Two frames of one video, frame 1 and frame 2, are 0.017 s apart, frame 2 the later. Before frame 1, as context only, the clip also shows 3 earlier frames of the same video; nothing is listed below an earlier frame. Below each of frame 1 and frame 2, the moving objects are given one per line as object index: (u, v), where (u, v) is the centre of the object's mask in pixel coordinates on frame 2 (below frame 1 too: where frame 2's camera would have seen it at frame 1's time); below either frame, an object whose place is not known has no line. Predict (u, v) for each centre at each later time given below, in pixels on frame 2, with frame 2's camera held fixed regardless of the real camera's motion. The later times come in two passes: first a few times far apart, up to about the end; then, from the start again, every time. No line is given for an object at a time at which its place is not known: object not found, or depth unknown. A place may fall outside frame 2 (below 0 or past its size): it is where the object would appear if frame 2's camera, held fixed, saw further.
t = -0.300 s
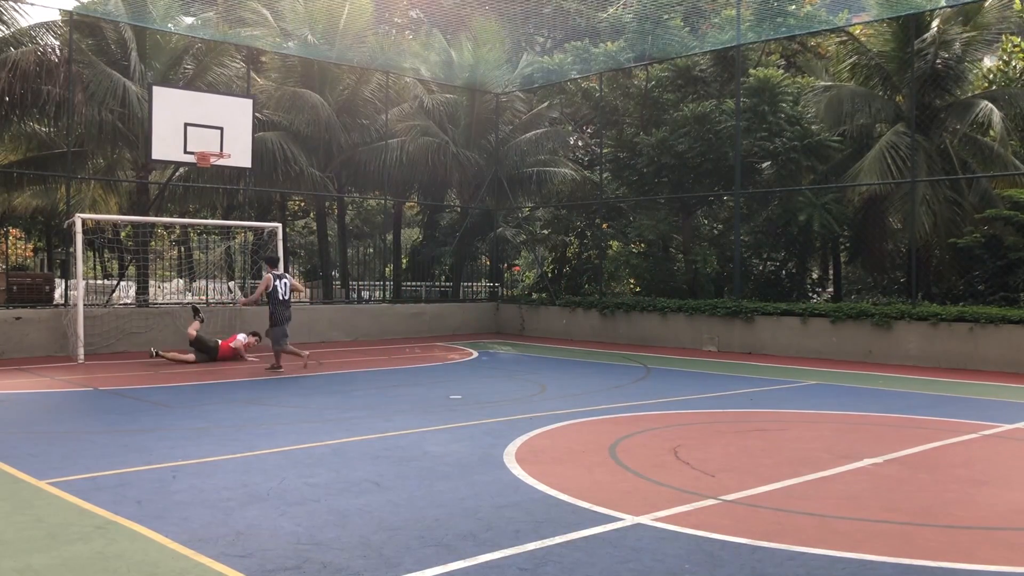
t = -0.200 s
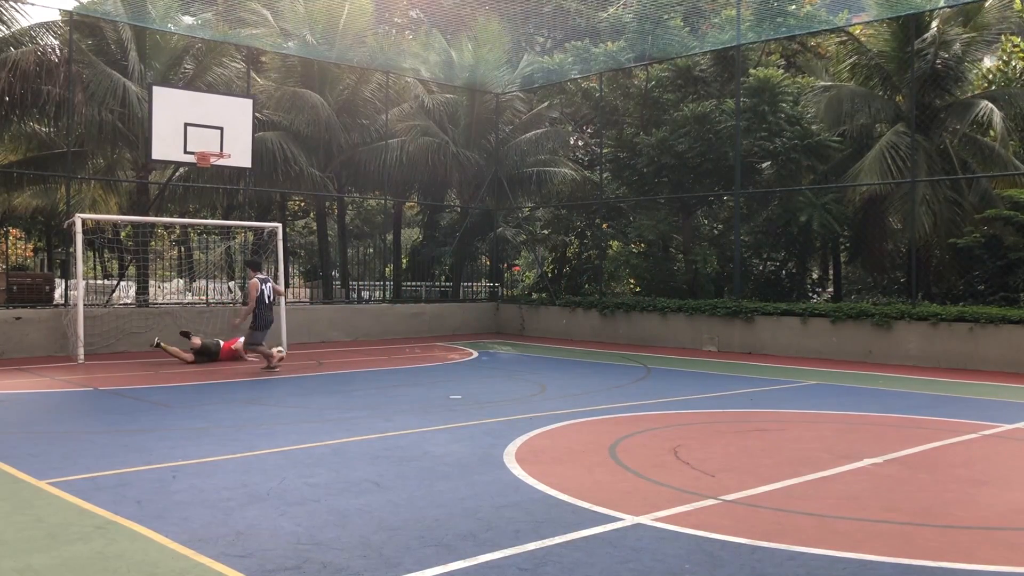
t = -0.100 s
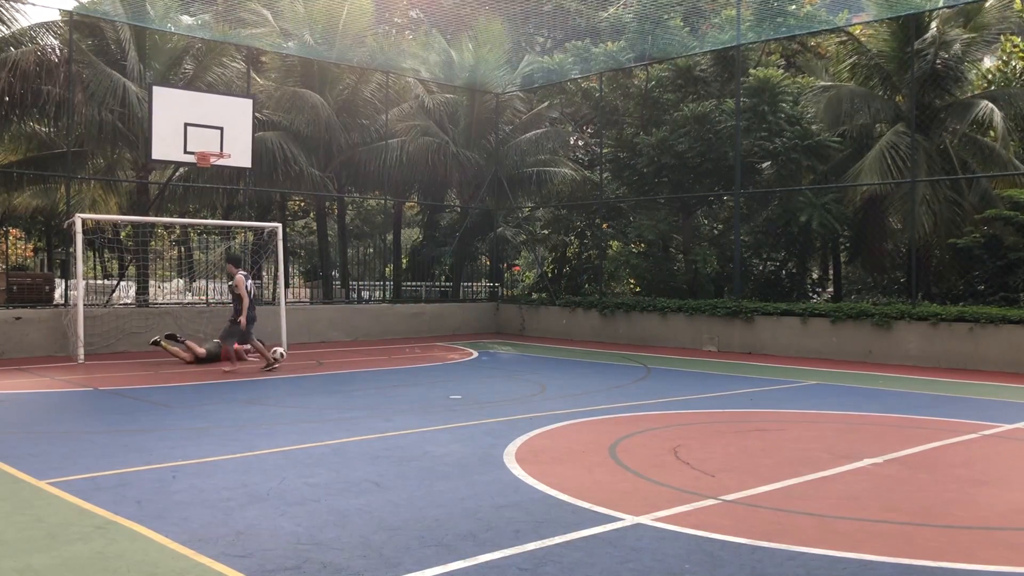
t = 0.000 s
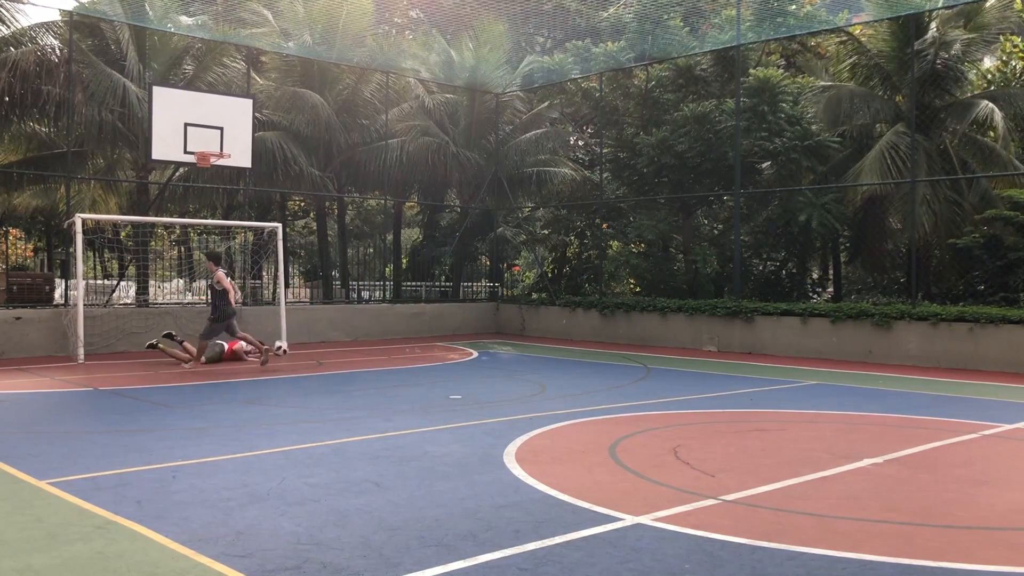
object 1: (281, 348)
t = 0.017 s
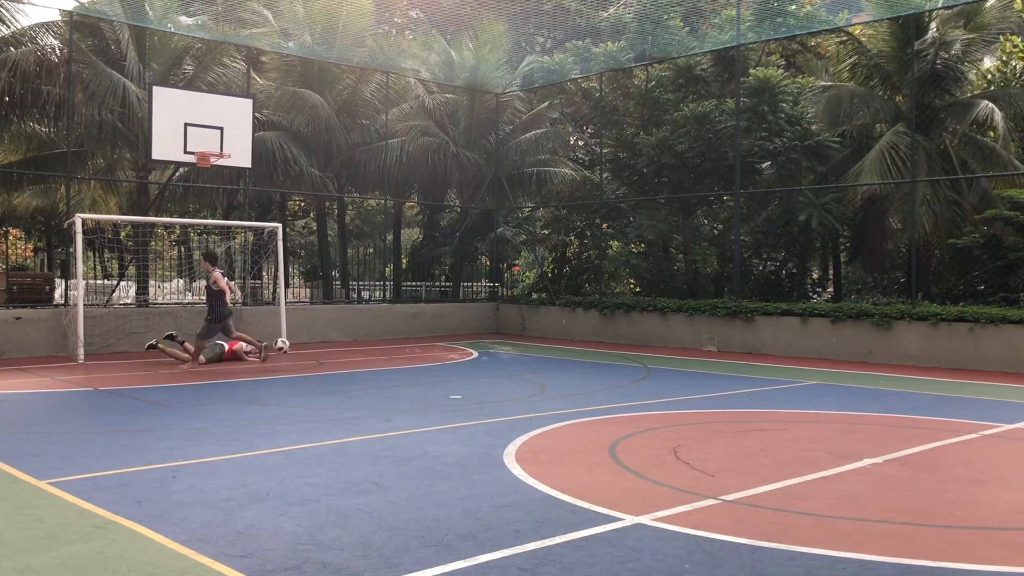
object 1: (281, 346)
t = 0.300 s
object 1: (296, 345)
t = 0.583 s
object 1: (314, 349)
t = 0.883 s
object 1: (334, 361)
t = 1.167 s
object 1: (354, 366)
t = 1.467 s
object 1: (374, 366)
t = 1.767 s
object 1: (396, 371)
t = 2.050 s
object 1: (415, 373)
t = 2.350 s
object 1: (436, 376)
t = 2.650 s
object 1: (457, 378)
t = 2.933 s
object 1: (477, 381)
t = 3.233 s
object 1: (498, 384)
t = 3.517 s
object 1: (518, 387)
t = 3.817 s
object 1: (538, 390)
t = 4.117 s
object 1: (558, 393)
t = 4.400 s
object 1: (577, 397)
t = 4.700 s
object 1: (596, 400)
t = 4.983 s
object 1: (614, 404)
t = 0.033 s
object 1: (282, 344)
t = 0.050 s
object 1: (283, 343)
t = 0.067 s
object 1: (284, 342)
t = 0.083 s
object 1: (285, 340)
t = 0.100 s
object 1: (286, 340)
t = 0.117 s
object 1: (287, 339)
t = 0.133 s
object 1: (288, 338)
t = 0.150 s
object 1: (288, 338)
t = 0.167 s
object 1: (289, 338)
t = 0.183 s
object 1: (291, 338)
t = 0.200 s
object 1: (291, 339)
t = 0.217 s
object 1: (292, 339)
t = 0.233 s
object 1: (293, 340)
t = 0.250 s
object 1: (294, 341)
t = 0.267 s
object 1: (294, 342)
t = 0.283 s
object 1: (295, 343)
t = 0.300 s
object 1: (296, 345)
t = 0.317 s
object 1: (297, 346)
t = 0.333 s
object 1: (298, 348)
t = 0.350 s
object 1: (299, 350)
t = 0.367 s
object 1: (300, 353)
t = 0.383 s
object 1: (301, 355)
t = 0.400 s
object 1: (301, 358)
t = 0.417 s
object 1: (302, 362)
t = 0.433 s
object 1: (303, 361)
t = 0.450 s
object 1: (304, 359)
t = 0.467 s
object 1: (306, 357)
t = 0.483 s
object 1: (307, 355)
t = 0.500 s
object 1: (308, 353)
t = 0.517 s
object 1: (309, 352)
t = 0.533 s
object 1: (310, 351)
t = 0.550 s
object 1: (311, 350)
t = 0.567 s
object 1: (313, 350)
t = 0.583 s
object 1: (314, 349)
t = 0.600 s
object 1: (315, 349)
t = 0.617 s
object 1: (316, 348)
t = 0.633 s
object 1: (317, 349)
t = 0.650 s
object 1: (318, 349)
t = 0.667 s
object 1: (319, 349)
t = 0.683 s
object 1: (320, 350)
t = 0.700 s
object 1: (322, 351)
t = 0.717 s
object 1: (323, 352)
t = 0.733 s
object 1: (324, 353)
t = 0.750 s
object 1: (325, 354)
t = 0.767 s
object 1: (326, 356)
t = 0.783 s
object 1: (327, 358)
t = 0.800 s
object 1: (328, 360)
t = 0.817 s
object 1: (330, 363)
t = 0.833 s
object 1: (331, 365)
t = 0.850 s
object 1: (332, 364)
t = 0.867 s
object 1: (333, 362)
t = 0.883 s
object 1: (334, 361)
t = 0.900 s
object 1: (336, 359)
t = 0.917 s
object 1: (337, 358)
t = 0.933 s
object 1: (338, 357)
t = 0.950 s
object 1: (339, 357)
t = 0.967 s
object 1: (340, 356)
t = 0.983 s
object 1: (341, 356)
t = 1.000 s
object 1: (342, 356)
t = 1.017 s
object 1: (343, 356)
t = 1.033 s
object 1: (345, 357)
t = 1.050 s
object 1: (346, 357)
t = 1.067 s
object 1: (347, 358)
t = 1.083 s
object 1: (348, 360)
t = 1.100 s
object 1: (349, 361)
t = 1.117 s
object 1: (350, 362)
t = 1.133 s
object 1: (351, 364)
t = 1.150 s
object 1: (352, 366)
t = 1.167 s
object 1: (354, 366)
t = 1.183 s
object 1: (355, 365)
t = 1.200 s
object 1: (356, 364)
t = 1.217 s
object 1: (357, 363)
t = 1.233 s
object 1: (358, 362)
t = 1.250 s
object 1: (359, 362)
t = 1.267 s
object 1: (361, 362)
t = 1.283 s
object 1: (362, 361)
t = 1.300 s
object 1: (363, 362)
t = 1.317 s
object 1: (364, 362)
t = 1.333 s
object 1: (365, 363)
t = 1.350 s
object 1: (367, 364)
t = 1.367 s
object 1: (368, 365)
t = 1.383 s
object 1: (369, 366)
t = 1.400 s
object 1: (370, 367)
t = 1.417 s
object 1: (371, 368)
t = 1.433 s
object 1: (372, 367)
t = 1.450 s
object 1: (373, 366)
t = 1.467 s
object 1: (374, 366)
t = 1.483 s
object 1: (376, 366)
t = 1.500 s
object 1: (377, 365)
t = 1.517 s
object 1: (378, 365)
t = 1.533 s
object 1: (379, 366)
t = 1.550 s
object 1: (380, 366)
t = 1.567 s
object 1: (381, 367)
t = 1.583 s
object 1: (383, 368)
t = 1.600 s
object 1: (384, 369)
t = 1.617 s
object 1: (385, 370)
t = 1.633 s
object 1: (386, 369)
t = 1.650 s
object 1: (387, 368)
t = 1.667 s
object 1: (389, 368)
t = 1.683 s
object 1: (390, 368)
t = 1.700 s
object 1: (391, 368)
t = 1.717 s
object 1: (392, 368)
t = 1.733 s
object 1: (393, 369)
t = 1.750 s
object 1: (394, 370)
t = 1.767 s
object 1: (396, 371)
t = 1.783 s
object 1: (397, 371)
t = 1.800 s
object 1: (398, 371)
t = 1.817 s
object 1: (399, 370)
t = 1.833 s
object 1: (400, 370)
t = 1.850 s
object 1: (402, 370)
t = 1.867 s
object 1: (403, 370)
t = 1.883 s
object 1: (404, 371)
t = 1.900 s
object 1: (405, 371)
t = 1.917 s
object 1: (406, 372)
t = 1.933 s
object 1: (407, 372)
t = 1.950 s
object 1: (408, 372)
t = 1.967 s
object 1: (410, 372)
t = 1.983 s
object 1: (411, 372)
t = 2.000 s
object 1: (412, 372)
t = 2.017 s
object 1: (413, 373)
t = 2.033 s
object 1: (414, 373)
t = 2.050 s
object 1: (415, 373)
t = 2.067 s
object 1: (417, 373)
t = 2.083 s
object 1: (418, 373)
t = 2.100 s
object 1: (419, 373)
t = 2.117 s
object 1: (420, 373)
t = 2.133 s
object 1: (421, 374)
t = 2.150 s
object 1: (422, 374)
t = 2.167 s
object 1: (424, 373)
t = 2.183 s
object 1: (425, 374)
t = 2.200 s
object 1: (426, 374)
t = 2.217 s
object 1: (427, 375)
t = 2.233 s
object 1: (428, 375)
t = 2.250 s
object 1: (429, 375)
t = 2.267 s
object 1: (430, 375)
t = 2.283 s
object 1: (431, 375)
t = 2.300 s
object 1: (433, 375)
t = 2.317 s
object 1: (434, 375)
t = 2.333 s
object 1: (435, 375)
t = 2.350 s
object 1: (436, 376)
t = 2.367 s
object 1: (437, 376)
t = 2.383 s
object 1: (439, 376)
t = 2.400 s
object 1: (440, 376)
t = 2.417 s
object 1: (441, 376)
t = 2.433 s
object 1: (442, 376)
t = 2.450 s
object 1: (443, 376)
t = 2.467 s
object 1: (444, 376)
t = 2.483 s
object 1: (446, 377)
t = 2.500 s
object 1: (447, 377)
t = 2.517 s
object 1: (448, 377)
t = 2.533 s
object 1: (449, 377)
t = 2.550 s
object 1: (450, 377)
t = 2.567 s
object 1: (451, 377)
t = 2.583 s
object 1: (452, 378)
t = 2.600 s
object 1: (454, 378)
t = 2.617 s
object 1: (455, 378)
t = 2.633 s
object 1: (456, 378)
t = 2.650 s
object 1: (457, 378)
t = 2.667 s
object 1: (458, 378)
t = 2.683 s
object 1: (459, 378)
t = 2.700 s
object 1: (460, 378)
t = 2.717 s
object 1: (462, 378)
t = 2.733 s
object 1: (463, 379)
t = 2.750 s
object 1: (464, 379)
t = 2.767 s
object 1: (465, 379)
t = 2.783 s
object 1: (466, 379)
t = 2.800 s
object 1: (467, 380)
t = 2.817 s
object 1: (469, 380)
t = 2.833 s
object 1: (470, 380)
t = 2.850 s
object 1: (471, 380)
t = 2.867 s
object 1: (472, 380)
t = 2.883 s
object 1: (474, 380)
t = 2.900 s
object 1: (475, 380)
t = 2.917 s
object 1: (476, 381)
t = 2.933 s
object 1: (477, 381)
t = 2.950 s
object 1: (478, 381)
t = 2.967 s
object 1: (479, 381)
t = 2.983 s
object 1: (481, 381)
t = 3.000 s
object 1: (482, 381)
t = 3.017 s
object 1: (483, 382)
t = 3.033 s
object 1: (484, 382)
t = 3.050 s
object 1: (485, 382)
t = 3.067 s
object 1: (486, 382)
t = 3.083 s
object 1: (488, 383)
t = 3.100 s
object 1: (489, 383)
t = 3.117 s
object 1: (490, 383)
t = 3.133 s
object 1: (491, 383)
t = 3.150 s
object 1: (492, 383)
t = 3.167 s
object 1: (493, 383)
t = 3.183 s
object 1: (494, 383)
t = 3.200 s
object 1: (496, 384)
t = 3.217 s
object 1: (497, 384)
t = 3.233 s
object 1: (498, 384)
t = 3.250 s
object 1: (499, 384)
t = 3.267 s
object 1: (500, 384)
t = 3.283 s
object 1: (501, 384)
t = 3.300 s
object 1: (503, 384)
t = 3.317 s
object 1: (504, 384)
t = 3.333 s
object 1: (505, 385)
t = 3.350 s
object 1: (506, 385)
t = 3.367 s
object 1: (507, 385)
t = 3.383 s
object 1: (509, 385)
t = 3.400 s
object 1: (510, 385)
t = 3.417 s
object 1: (511, 385)
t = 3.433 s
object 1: (512, 386)
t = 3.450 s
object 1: (513, 386)
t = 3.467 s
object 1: (514, 386)
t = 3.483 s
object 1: (515, 387)
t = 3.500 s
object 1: (517, 386)
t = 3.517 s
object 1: (518, 387)
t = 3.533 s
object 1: (519, 387)
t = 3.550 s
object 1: (520, 387)
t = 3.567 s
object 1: (521, 387)
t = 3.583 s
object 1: (522, 387)
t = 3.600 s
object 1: (523, 387)
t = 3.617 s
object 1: (525, 388)
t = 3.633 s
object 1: (526, 388)
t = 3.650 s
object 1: (527, 388)
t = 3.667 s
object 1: (528, 388)
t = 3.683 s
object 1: (529, 388)
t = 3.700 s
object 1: (530, 388)
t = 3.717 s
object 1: (532, 389)
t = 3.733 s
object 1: (532, 389)
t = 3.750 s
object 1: (534, 389)
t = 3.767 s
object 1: (535, 389)
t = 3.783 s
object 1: (536, 389)
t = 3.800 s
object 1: (537, 389)
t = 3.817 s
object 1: (538, 390)
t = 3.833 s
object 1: (539, 390)
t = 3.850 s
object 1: (540, 390)
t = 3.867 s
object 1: (541, 390)
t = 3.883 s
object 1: (543, 391)
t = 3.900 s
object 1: (544, 391)
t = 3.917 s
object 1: (545, 391)
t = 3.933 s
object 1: (546, 391)
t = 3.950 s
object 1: (547, 391)
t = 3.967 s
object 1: (548, 392)
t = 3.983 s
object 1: (549, 392)
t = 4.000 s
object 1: (550, 392)
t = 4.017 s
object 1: (552, 392)
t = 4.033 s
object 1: (553, 392)
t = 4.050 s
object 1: (554, 392)
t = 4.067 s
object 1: (555, 393)
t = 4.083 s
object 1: (556, 393)
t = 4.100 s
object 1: (557, 393)
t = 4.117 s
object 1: (558, 393)
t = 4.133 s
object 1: (559, 393)
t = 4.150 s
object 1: (560, 393)
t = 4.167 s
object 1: (562, 394)
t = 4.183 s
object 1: (563, 394)
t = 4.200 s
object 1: (564, 394)
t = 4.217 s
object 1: (565, 394)
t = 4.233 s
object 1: (566, 395)
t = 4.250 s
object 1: (567, 395)
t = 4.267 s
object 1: (569, 395)
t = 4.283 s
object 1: (570, 395)
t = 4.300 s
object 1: (571, 396)
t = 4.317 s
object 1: (572, 396)
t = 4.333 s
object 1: (573, 396)
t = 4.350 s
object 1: (574, 396)
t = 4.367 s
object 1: (575, 396)
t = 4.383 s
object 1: (576, 396)
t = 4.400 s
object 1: (577, 397)
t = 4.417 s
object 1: (578, 397)
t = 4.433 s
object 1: (579, 397)
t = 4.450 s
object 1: (580, 397)
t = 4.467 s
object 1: (581, 397)
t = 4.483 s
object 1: (582, 397)
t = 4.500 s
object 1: (583, 398)
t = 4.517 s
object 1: (585, 398)
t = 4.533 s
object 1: (586, 398)
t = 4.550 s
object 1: (587, 398)
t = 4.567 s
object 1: (587, 398)
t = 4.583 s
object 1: (589, 399)
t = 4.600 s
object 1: (590, 399)
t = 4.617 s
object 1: (591, 399)
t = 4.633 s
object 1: (592, 399)
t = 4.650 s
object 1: (593, 399)
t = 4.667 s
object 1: (594, 399)
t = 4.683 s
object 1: (595, 400)
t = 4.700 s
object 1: (596, 400)
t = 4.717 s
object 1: (597, 400)
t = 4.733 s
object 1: (598, 401)
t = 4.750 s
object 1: (600, 401)
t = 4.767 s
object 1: (601, 401)
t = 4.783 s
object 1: (602, 401)
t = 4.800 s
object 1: (603, 401)
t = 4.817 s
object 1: (604, 402)
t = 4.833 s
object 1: (605, 402)
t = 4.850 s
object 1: (606, 402)
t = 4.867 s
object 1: (607, 402)
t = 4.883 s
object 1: (608, 402)
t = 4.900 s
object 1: (609, 403)
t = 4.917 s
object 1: (610, 403)
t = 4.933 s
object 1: (611, 403)
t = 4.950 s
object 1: (612, 403)
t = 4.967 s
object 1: (613, 404)
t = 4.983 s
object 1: (614, 404)
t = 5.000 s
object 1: (615, 404)
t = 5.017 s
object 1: (616, 404)
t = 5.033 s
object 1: (617, 404)
